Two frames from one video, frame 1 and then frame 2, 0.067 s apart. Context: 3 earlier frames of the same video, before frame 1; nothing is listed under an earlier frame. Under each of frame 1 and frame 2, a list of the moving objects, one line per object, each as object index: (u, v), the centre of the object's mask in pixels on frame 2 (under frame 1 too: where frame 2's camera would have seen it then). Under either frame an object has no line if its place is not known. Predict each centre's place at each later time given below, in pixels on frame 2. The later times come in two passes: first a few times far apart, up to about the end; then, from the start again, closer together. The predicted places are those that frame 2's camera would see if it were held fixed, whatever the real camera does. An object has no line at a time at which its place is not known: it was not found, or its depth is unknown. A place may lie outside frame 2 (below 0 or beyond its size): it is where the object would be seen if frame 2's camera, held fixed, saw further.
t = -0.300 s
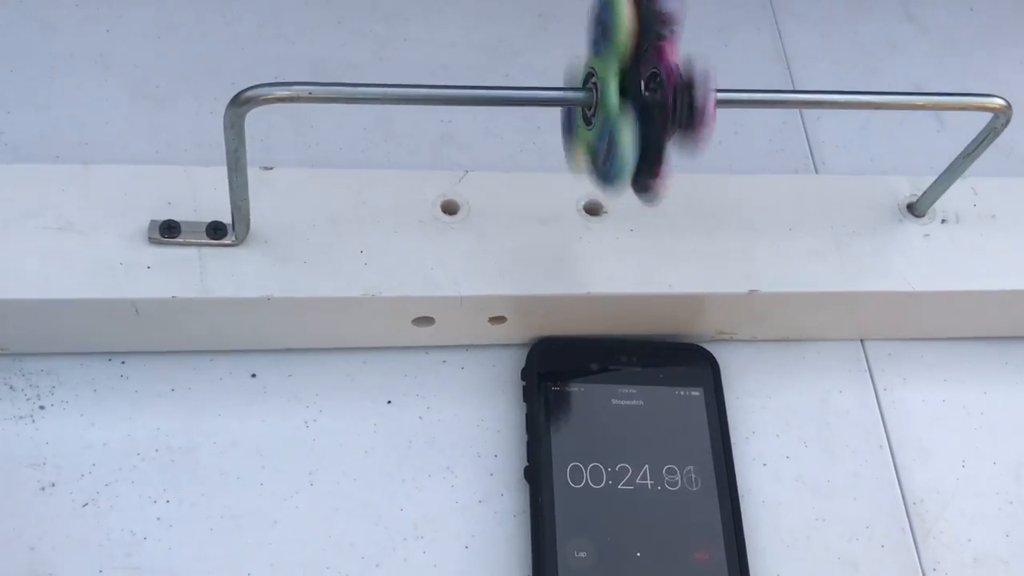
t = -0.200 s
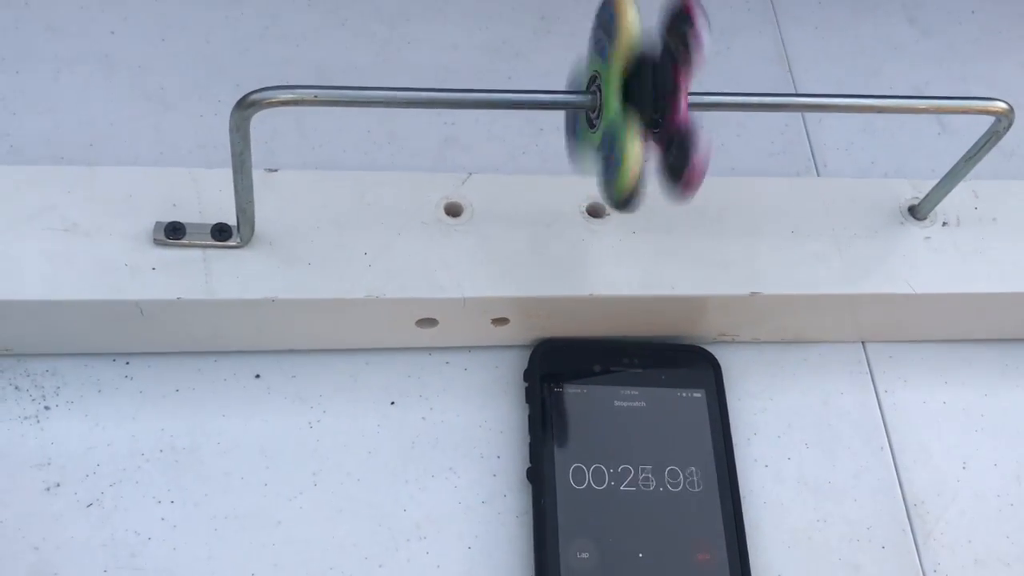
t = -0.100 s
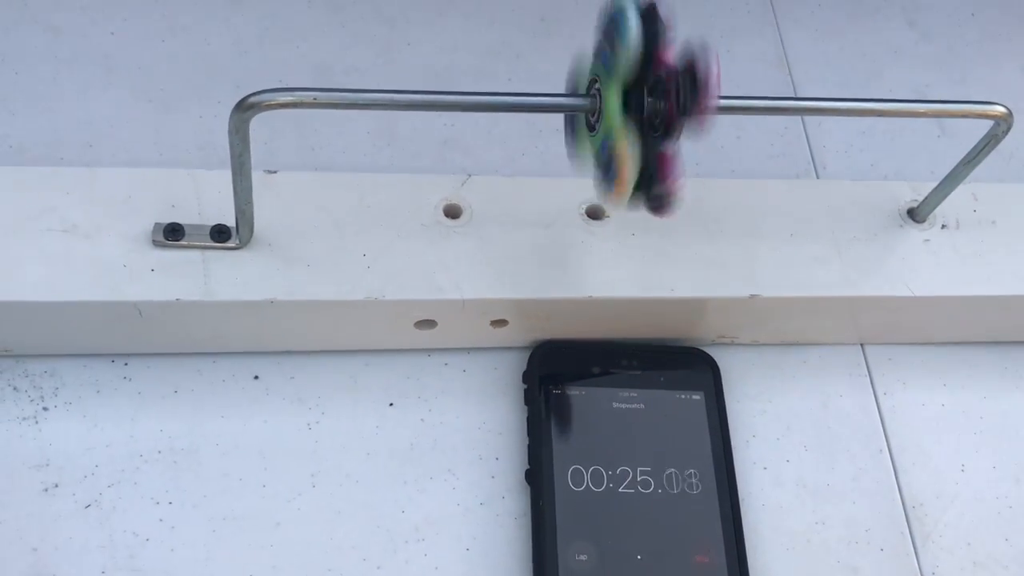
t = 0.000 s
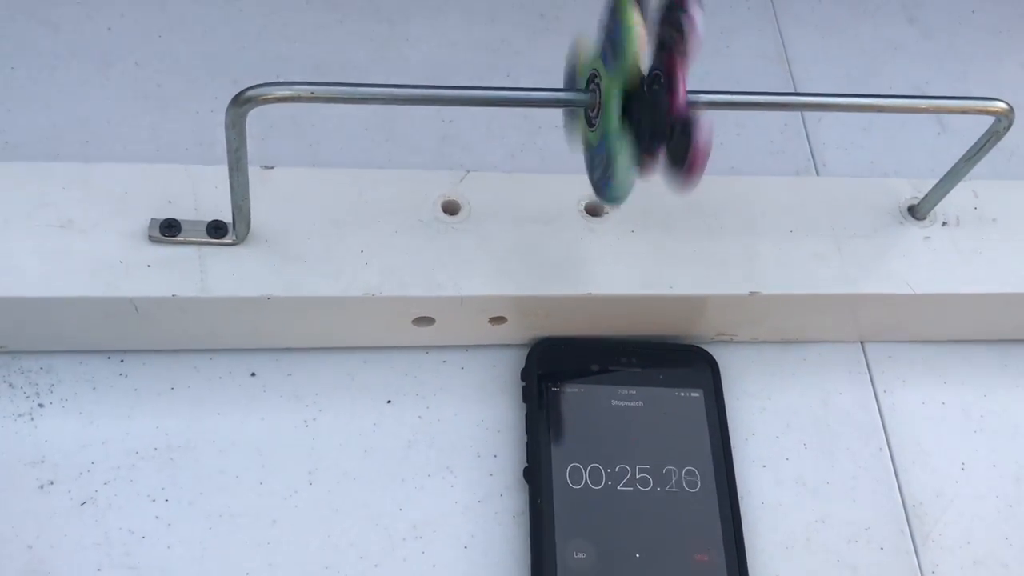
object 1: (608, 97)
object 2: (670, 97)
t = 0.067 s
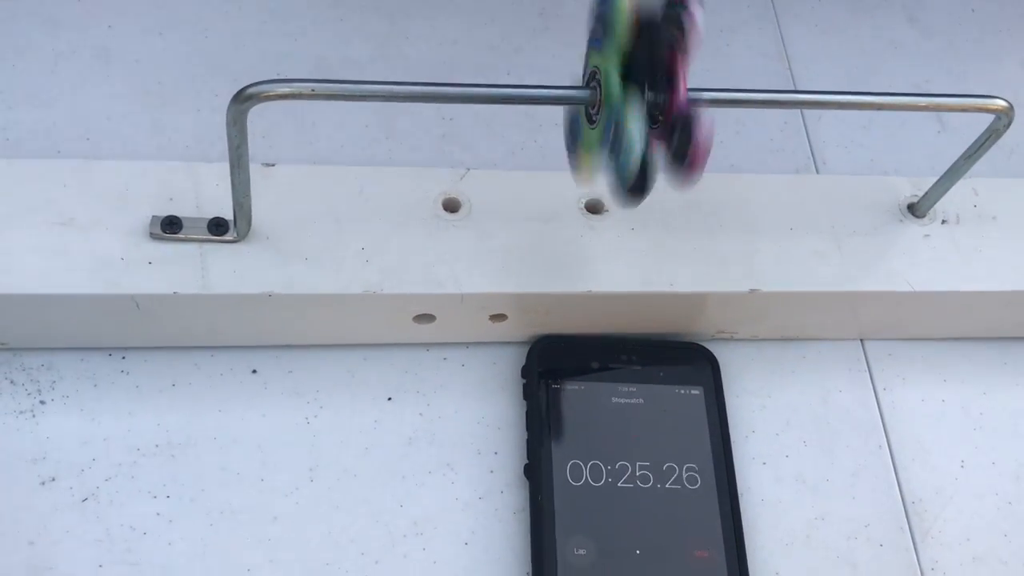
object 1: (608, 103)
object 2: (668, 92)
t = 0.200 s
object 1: (607, 93)
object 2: (666, 105)
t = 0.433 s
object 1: (608, 101)
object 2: (668, 101)
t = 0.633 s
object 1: (607, 93)
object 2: (667, 96)
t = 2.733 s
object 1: (610, 94)
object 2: (667, 94)
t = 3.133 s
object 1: (610, 100)
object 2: (672, 90)
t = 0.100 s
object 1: (608, 91)
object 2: (667, 105)
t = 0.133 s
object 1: (610, 100)
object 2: (677, 96)
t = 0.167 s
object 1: (608, 100)
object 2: (668, 98)
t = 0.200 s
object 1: (607, 93)
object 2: (666, 105)
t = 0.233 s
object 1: (607, 105)
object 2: (664, 106)
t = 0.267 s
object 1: (607, 96)
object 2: (670, 99)
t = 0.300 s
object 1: (608, 99)
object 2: (668, 98)
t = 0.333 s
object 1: (607, 104)
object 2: (669, 89)
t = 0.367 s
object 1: (608, 94)
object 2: (666, 110)
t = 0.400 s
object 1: (607, 105)
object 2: (676, 104)
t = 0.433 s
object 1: (608, 101)
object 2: (668, 101)
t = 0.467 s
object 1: (608, 96)
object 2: (667, 110)
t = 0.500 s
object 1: (608, 109)
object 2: (670, 97)
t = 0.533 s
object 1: (608, 96)
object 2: (669, 107)
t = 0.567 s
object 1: (607, 99)
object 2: (665, 107)
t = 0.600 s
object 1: (608, 108)
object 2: (668, 95)
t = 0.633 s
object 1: (607, 93)
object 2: (667, 96)
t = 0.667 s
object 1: (607, 97)
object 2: (664, 107)
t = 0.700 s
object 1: (608, 99)
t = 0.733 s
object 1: (607, 95)
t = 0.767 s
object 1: (607, 97)
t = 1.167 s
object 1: (607, 95)
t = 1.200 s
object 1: (607, 96)
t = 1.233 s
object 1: (608, 93)
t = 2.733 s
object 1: (610, 94)
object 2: (667, 94)
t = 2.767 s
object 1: (610, 102)
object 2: (669, 97)
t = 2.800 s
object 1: (609, 96)
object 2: (669, 98)
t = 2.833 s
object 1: (611, 98)
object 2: (673, 90)
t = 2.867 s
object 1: (610, 95)
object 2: (667, 99)
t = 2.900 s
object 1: (610, 93)
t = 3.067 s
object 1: (610, 103)
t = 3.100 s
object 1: (609, 95)
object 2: (668, 97)
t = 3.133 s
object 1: (610, 100)
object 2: (672, 90)
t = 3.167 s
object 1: (609, 97)
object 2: (667, 99)
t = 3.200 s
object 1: (610, 94)
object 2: (670, 102)
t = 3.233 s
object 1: (610, 100)
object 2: (669, 104)
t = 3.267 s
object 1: (612, 87)
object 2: (672, 102)
